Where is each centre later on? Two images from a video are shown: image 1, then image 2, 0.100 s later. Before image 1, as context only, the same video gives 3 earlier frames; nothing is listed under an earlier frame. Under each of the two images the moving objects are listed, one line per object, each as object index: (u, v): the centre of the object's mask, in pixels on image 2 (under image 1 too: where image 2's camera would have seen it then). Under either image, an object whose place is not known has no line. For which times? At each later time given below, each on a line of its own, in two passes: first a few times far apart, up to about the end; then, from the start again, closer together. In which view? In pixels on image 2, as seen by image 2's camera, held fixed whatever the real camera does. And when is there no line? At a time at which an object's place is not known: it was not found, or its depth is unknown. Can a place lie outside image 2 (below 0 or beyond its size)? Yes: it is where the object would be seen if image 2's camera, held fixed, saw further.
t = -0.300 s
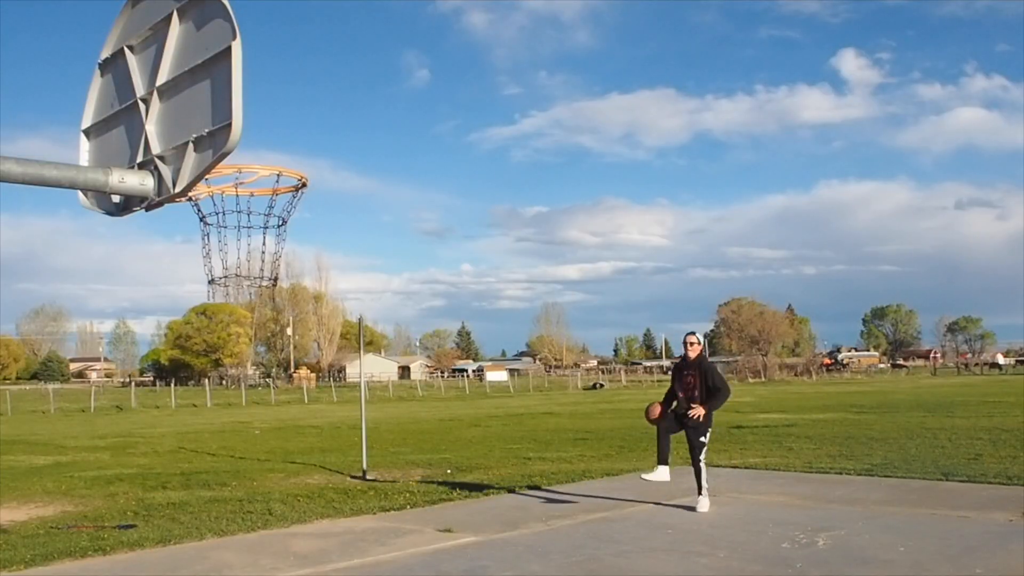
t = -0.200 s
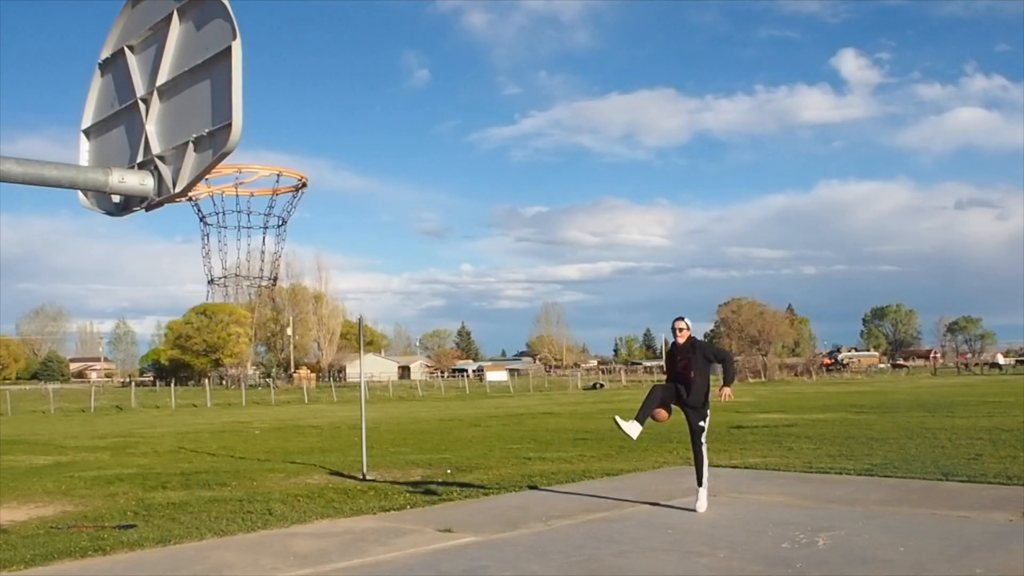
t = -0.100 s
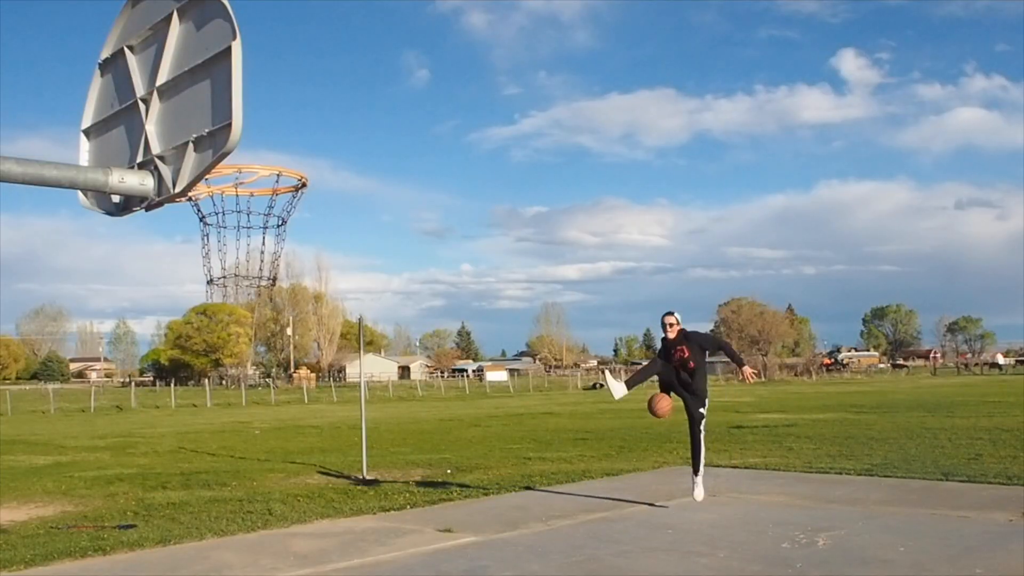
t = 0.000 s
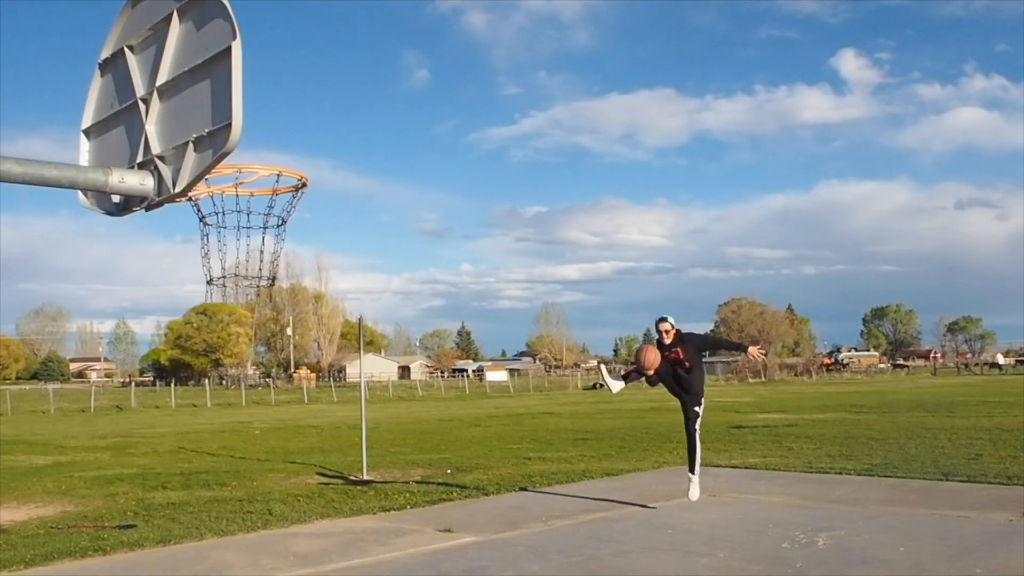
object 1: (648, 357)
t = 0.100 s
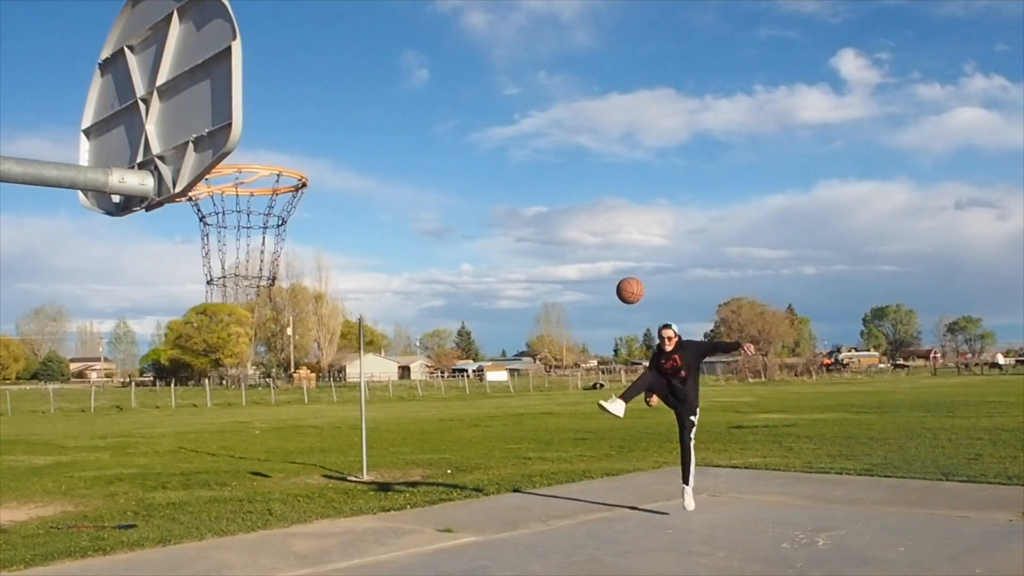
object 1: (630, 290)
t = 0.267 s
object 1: (595, 189)
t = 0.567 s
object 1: (508, 52)
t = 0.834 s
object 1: (388, 14)
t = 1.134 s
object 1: (237, 146)
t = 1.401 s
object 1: (223, 220)
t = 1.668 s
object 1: (225, 301)
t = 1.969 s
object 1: (244, 558)
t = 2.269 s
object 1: (247, 565)
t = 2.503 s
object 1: (239, 498)
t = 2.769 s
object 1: (230, 561)
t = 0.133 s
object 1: (624, 269)
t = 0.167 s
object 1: (617, 248)
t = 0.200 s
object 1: (610, 228)
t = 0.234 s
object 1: (603, 208)
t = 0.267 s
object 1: (595, 189)
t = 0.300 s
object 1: (587, 171)
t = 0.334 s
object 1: (579, 153)
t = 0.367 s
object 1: (570, 136)
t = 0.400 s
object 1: (561, 120)
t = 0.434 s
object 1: (551, 104)
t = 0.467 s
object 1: (541, 90)
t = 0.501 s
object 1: (531, 76)
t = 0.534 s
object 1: (520, 64)
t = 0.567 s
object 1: (508, 52)
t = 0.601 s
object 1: (496, 41)
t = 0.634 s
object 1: (483, 32)
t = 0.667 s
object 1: (469, 24)
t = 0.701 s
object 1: (455, 18)
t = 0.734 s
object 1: (440, 15)
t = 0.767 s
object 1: (423, 13)
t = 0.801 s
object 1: (406, 13)
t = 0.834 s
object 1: (388, 14)
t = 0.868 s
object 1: (369, 15)
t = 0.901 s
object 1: (348, 18)
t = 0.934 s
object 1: (325, 23)
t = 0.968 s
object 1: (301, 31)
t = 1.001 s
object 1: (275, 45)
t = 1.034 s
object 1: (257, 63)
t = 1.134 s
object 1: (237, 146)
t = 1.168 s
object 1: (252, 148)
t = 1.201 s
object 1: (273, 181)
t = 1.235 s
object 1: (266, 198)
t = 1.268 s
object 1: (252, 203)
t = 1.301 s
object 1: (239, 212)
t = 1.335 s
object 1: (230, 214)
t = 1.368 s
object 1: (225, 217)
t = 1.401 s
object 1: (223, 220)
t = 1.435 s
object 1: (221, 225)
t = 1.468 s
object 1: (220, 232)
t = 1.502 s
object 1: (219, 240)
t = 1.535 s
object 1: (220, 250)
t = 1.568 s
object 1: (220, 261)
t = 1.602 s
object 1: (221, 272)
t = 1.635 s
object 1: (224, 285)
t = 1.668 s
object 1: (225, 301)
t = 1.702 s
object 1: (227, 318)
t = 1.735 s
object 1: (230, 339)
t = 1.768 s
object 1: (231, 364)
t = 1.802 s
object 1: (234, 391)
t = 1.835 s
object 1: (235, 421)
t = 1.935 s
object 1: (241, 527)
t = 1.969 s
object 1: (244, 558)
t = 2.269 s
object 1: (247, 565)
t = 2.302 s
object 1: (245, 555)
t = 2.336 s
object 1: (244, 544)
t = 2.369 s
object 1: (243, 529)
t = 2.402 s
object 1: (242, 517)
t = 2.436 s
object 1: (241, 508)
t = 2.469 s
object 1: (240, 501)
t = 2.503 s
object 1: (239, 498)
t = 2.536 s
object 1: (238, 498)
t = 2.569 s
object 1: (237, 500)
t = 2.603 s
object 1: (236, 505)
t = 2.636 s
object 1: (235, 513)
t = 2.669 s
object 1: (234, 525)
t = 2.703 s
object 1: (232, 538)
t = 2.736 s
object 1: (231, 551)
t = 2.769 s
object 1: (230, 561)
